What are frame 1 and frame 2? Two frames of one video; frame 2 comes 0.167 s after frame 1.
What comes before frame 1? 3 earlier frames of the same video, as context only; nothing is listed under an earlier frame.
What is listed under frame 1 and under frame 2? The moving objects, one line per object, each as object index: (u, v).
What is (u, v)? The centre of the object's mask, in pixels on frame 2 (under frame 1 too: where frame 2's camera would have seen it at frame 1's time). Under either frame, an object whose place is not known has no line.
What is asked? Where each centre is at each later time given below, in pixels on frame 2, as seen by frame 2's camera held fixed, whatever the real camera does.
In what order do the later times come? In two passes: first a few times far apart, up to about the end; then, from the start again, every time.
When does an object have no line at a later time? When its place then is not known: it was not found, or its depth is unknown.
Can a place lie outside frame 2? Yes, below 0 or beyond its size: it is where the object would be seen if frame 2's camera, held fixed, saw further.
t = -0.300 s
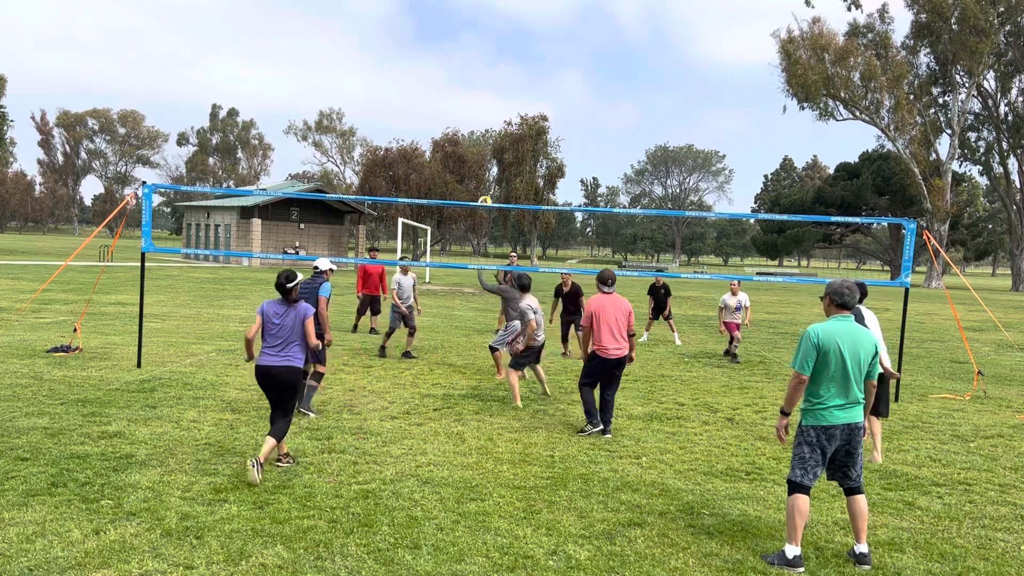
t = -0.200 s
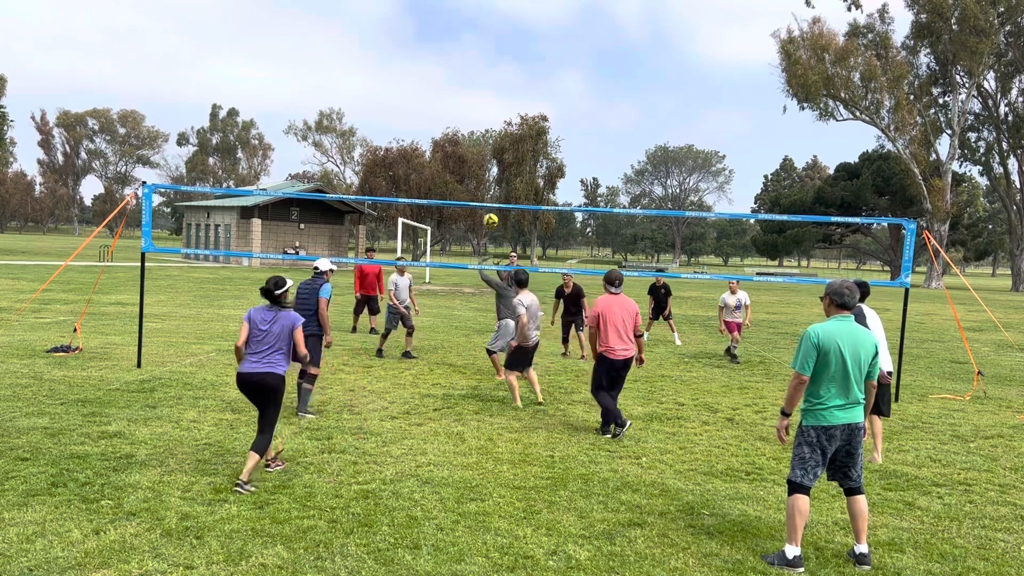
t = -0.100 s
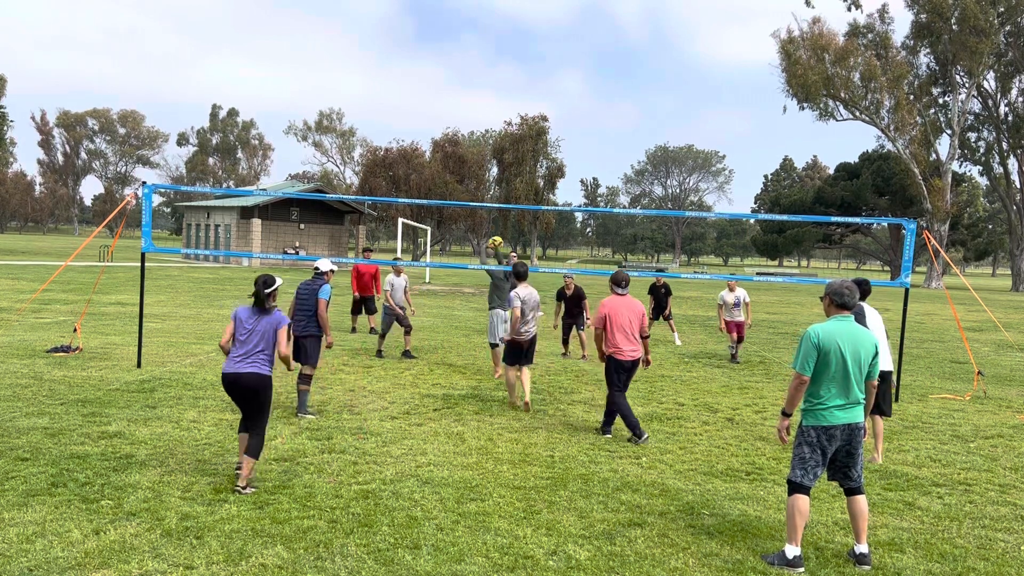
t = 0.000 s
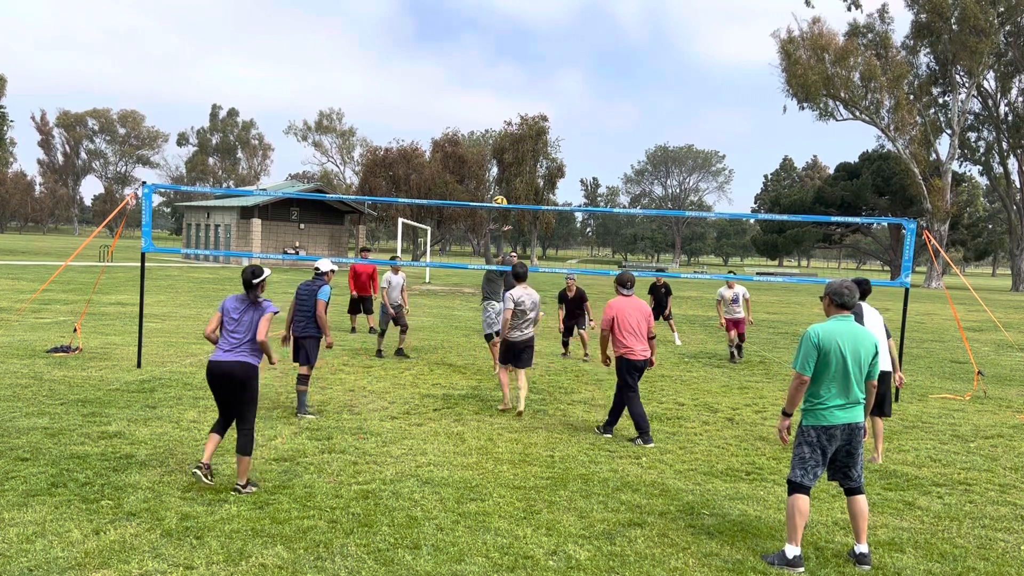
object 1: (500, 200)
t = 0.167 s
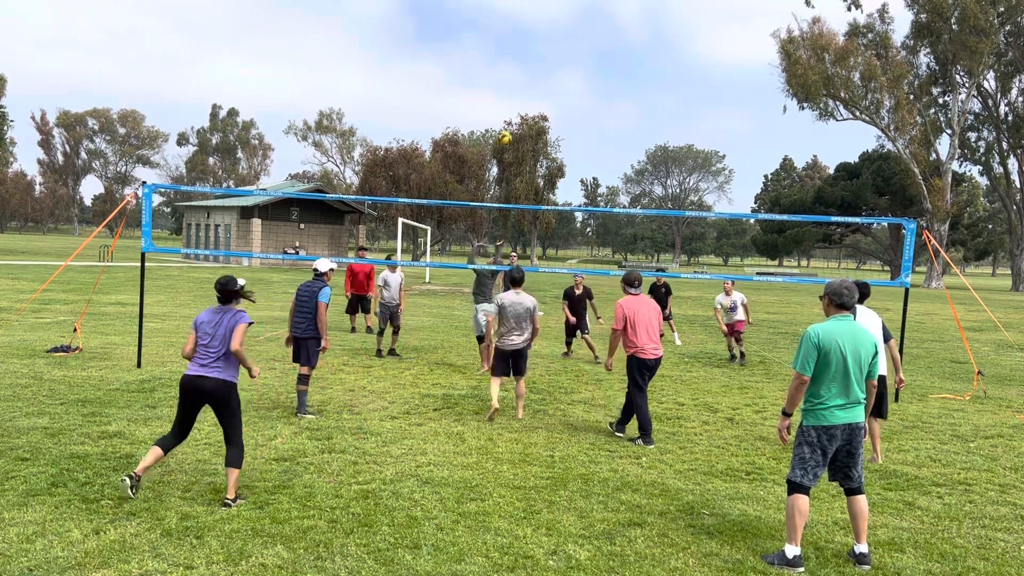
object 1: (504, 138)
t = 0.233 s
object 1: (505, 118)
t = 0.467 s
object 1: (510, 69)
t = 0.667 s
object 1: (513, 59)
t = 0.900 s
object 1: (516, 85)
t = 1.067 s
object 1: (517, 124)
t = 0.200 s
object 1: (505, 127)
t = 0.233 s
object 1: (505, 118)
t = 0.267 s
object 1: (506, 108)
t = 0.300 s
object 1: (507, 99)
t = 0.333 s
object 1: (508, 92)
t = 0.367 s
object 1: (508, 85)
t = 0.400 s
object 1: (509, 79)
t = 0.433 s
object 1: (510, 74)
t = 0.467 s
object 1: (510, 69)
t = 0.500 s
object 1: (511, 65)
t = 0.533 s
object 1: (511, 63)
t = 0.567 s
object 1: (512, 61)
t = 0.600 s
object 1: (512, 59)
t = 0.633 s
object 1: (512, 59)
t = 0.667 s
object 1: (513, 59)
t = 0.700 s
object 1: (513, 61)
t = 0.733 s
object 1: (514, 63)
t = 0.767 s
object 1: (514, 65)
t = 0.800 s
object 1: (515, 69)
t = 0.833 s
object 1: (515, 73)
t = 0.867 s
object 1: (515, 79)
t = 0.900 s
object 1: (516, 85)
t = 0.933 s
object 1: (516, 91)
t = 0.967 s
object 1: (516, 98)
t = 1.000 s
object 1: (516, 106)
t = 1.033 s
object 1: (516, 114)
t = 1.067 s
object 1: (517, 124)
